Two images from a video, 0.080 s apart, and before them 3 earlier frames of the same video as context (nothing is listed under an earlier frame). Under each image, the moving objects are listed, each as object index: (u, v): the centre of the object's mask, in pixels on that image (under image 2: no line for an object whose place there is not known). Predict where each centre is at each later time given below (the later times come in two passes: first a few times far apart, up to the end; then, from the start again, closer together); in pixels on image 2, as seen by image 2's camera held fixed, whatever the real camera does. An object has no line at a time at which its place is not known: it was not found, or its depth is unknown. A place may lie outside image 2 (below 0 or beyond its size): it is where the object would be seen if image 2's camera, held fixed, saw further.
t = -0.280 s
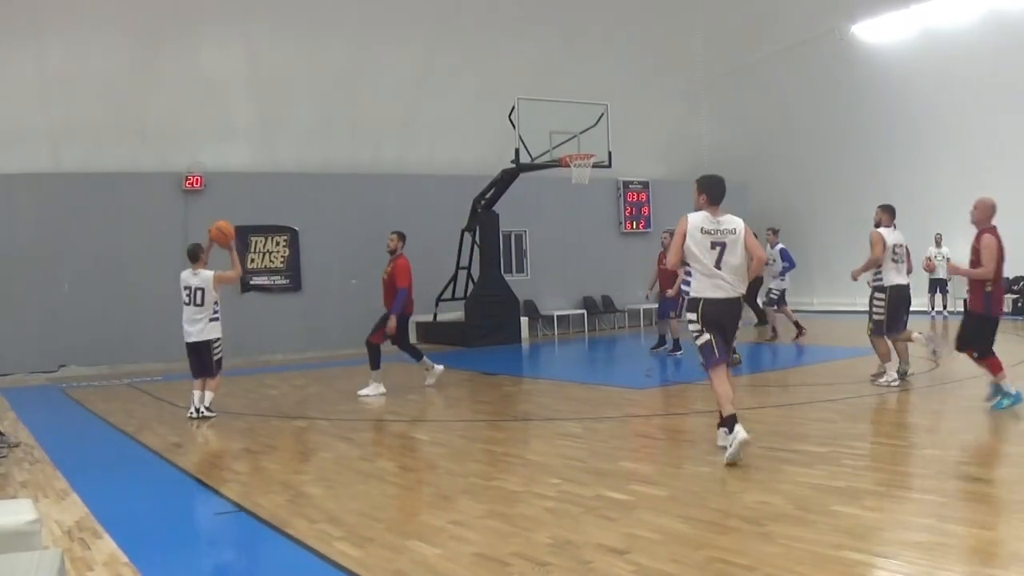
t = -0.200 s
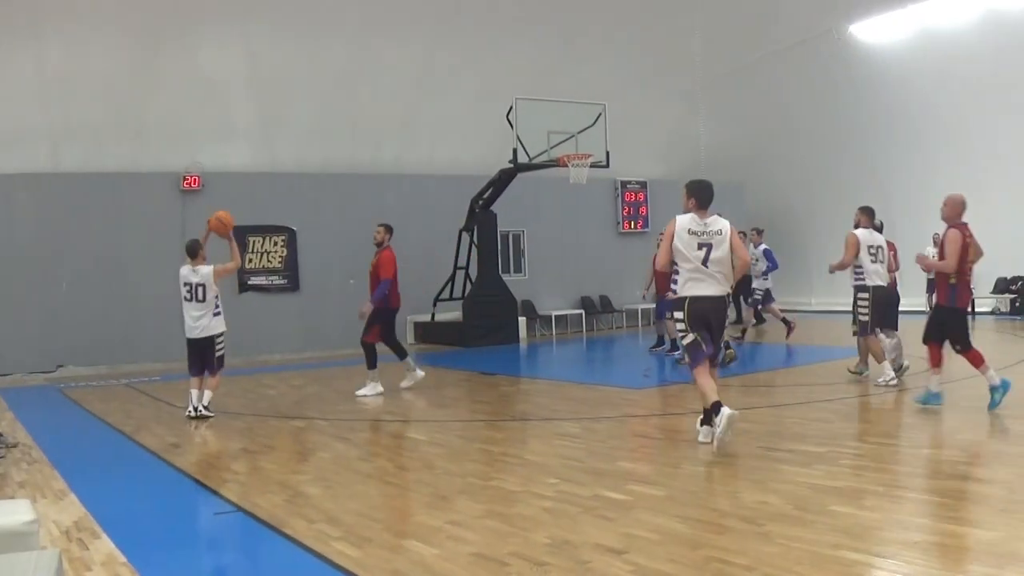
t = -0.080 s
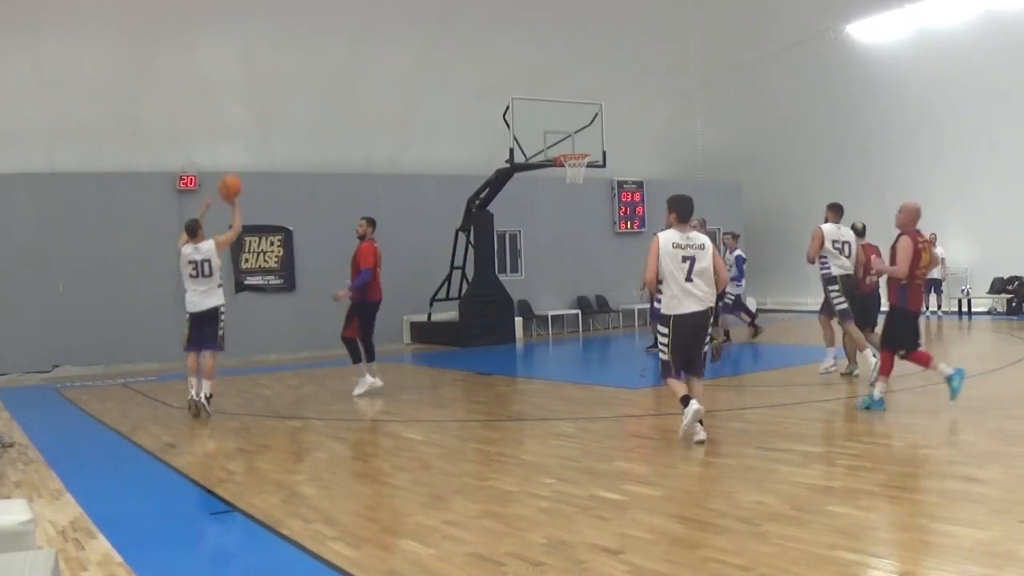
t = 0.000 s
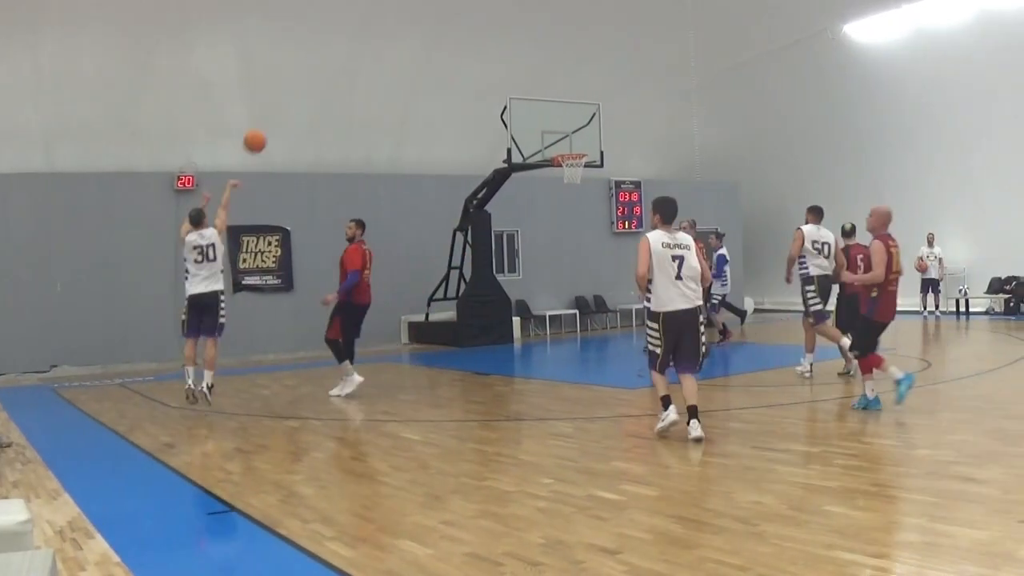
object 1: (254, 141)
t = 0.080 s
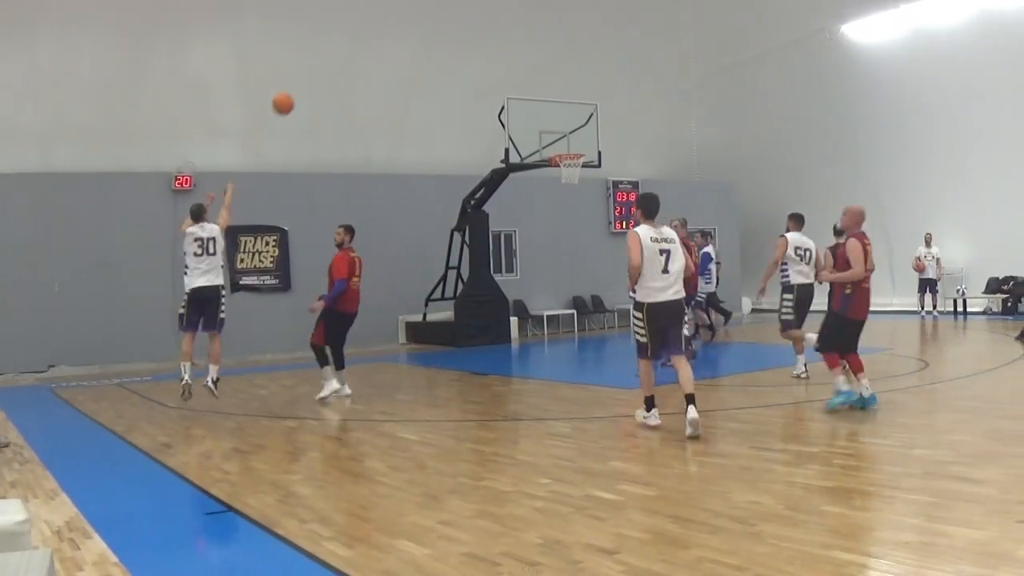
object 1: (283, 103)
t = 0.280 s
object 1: (352, 43)
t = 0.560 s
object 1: (432, 21)
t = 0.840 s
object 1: (499, 54)
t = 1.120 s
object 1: (559, 131)
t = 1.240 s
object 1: (571, 167)
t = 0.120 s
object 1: (298, 88)
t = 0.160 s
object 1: (312, 74)
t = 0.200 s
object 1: (325, 62)
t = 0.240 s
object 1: (339, 51)
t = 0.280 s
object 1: (352, 43)
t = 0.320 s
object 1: (364, 35)
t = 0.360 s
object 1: (377, 29)
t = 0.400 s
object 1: (389, 25)
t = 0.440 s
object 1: (400, 22)
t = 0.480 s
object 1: (411, 20)
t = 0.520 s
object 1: (422, 20)
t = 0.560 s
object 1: (432, 21)
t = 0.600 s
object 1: (442, 22)
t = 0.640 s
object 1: (452, 25)
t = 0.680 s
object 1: (462, 29)
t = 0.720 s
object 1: (471, 34)
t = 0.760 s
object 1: (481, 40)
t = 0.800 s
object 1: (490, 46)
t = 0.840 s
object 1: (499, 54)
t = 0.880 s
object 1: (508, 62)
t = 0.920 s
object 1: (517, 72)
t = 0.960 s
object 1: (525, 82)
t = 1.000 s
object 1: (534, 93)
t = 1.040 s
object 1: (543, 105)
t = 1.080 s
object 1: (551, 118)
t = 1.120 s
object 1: (559, 131)
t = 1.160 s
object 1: (567, 144)
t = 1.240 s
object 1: (571, 167)
